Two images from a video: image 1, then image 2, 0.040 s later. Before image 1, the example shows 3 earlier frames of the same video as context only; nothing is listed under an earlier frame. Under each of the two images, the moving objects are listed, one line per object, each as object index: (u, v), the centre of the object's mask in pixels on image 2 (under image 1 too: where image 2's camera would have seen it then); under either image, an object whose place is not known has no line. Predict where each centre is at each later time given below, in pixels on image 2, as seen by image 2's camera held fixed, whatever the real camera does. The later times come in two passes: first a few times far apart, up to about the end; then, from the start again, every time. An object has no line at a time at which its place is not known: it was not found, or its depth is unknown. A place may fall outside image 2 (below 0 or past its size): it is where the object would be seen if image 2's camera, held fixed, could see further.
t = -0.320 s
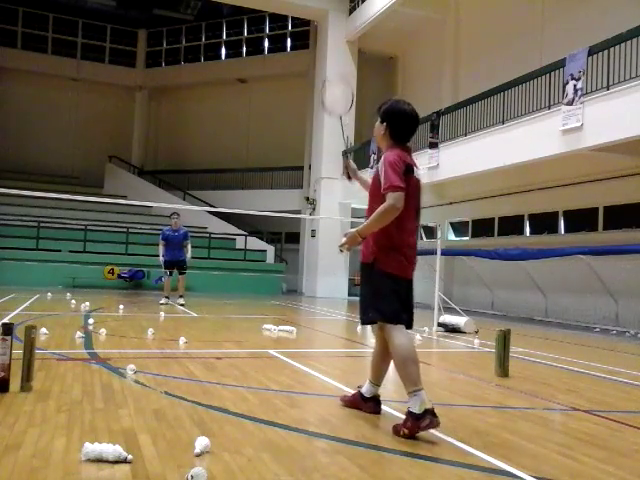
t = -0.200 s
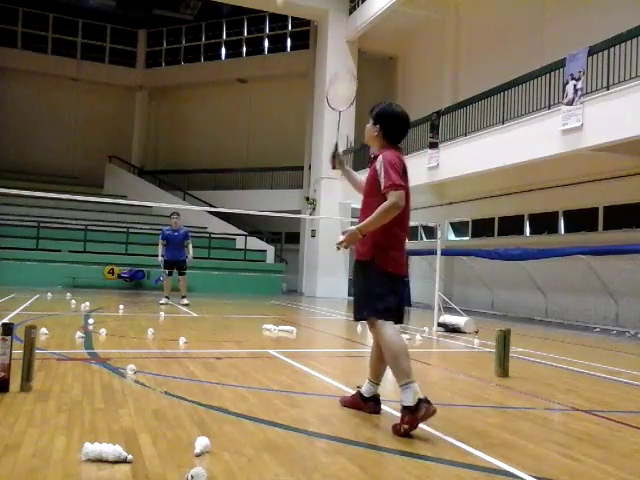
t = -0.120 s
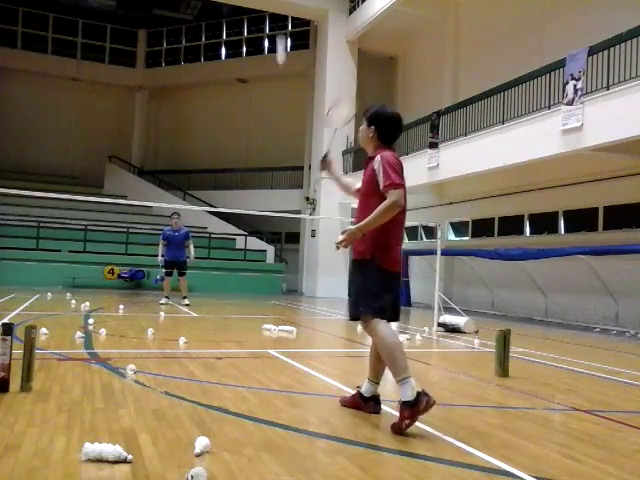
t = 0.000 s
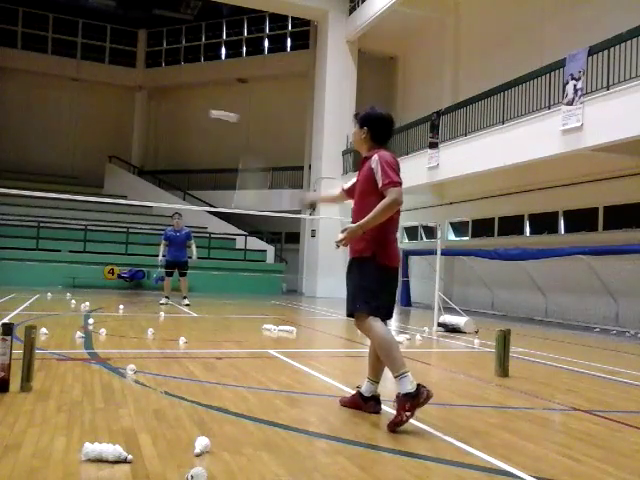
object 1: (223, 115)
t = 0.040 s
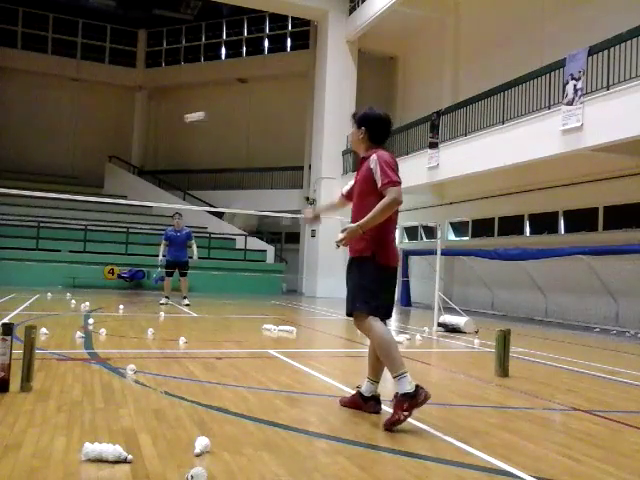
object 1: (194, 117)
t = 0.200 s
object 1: (138, 131)
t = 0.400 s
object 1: (110, 159)
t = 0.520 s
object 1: (99, 181)
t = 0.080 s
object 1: (174, 120)
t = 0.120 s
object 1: (159, 123)
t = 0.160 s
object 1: (148, 126)
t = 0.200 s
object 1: (138, 131)
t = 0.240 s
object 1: (131, 136)
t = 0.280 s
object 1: (124, 141)
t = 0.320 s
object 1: (117, 146)
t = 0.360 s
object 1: (114, 152)
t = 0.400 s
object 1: (110, 159)
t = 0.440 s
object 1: (106, 165)
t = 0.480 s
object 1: (103, 173)
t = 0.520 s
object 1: (99, 181)
